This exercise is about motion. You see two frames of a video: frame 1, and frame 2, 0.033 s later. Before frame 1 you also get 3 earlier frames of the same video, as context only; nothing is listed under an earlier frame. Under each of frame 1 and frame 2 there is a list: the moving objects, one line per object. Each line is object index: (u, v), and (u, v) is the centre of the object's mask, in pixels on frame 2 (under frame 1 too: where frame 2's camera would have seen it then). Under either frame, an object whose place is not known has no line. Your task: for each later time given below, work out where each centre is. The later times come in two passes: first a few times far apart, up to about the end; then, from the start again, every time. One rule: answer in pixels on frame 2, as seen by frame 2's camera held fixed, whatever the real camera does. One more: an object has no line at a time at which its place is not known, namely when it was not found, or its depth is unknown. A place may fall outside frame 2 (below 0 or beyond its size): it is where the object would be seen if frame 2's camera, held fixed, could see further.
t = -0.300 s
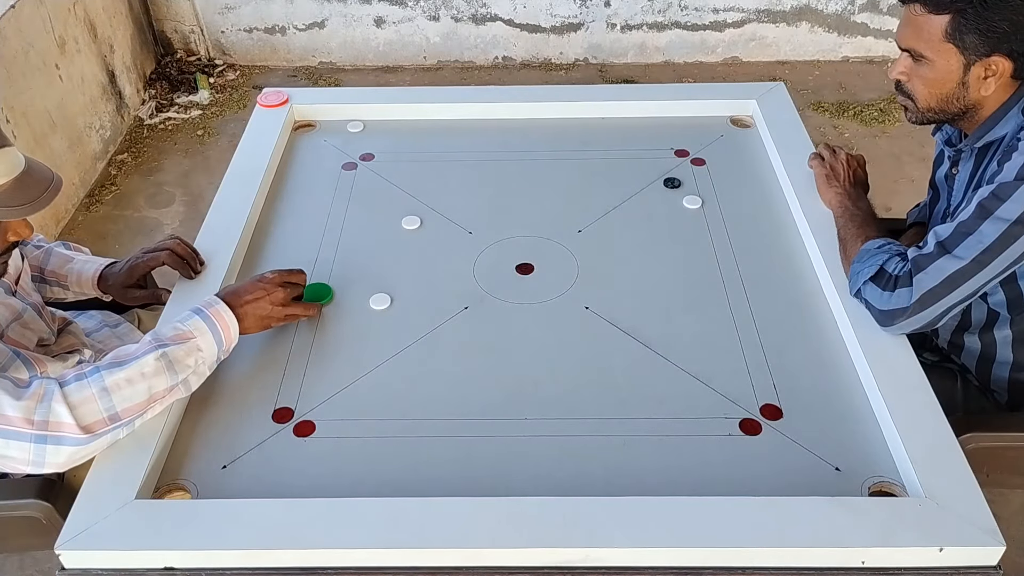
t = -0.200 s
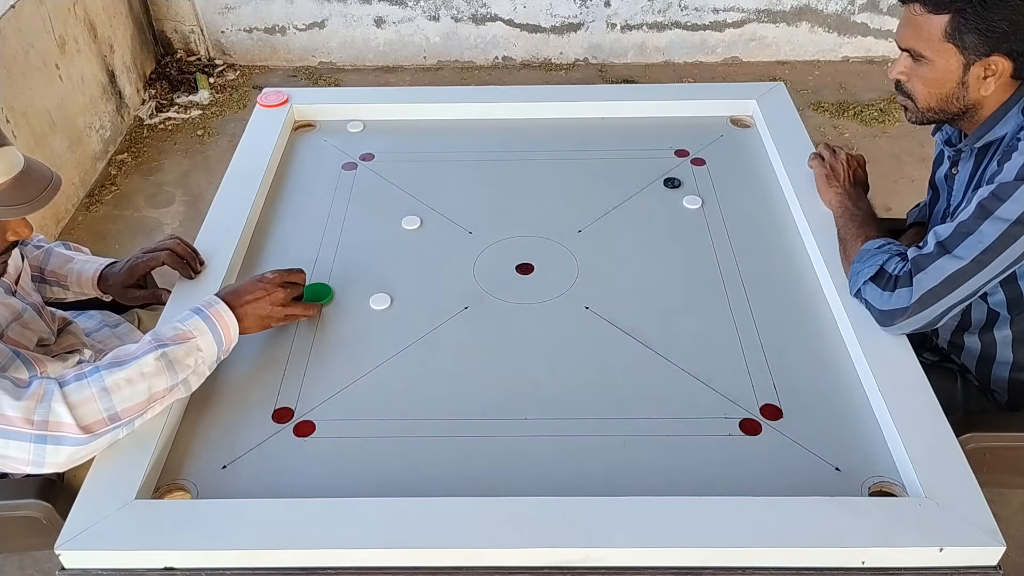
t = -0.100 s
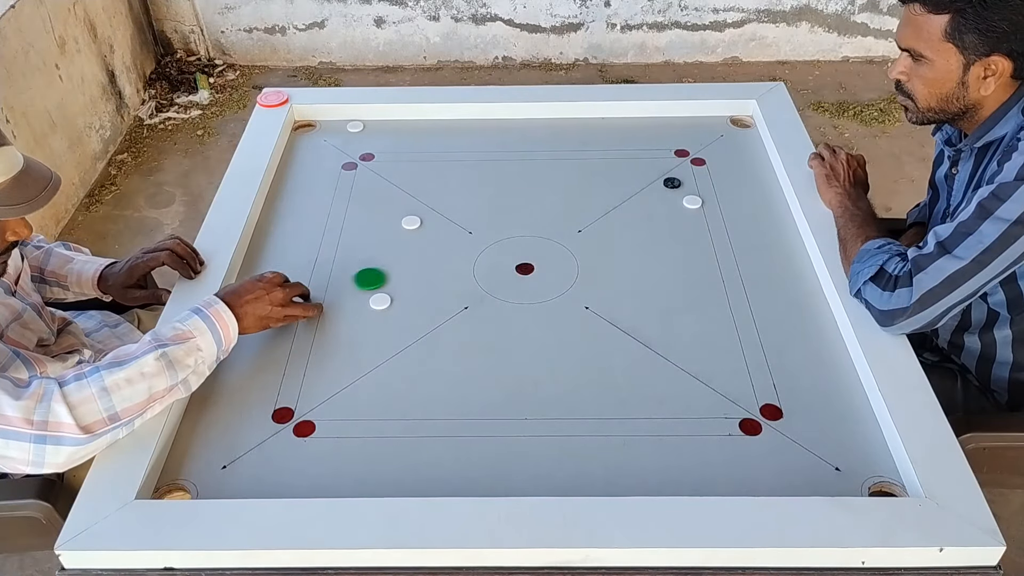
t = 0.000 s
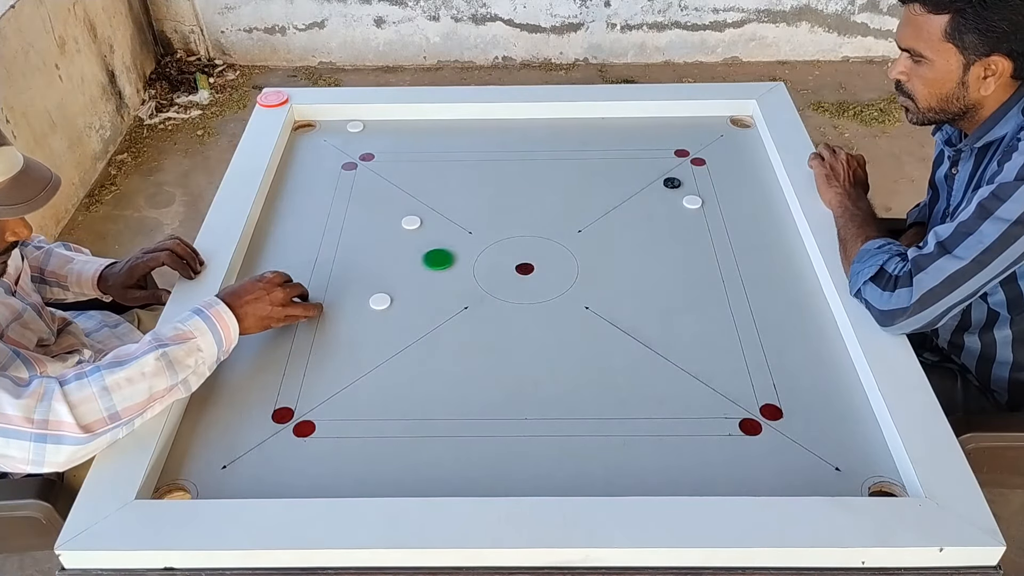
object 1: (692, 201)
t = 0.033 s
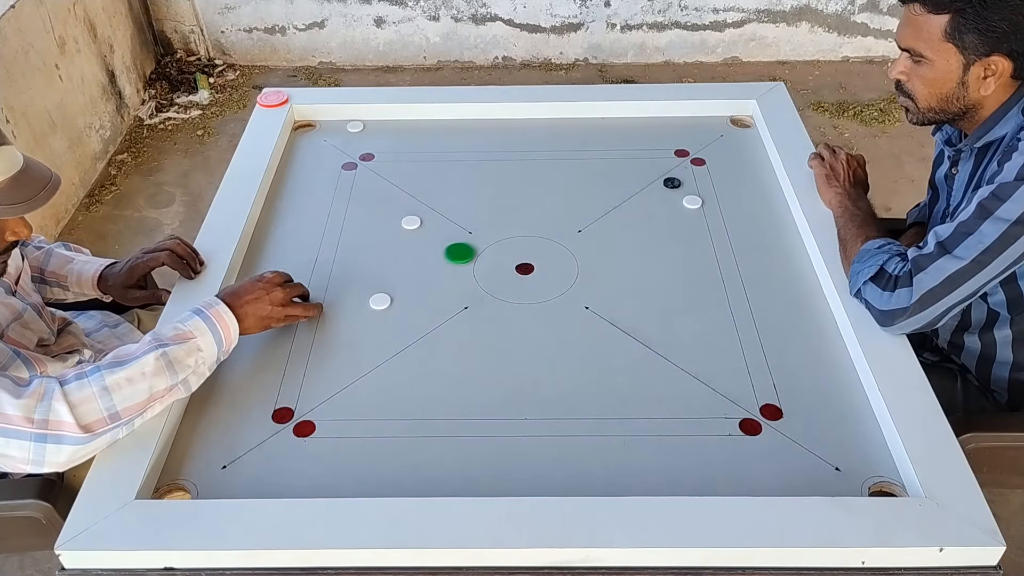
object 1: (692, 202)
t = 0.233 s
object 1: (692, 201)
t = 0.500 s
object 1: (733, 212)
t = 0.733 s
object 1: (769, 233)
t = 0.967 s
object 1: (730, 247)
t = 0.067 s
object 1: (692, 202)
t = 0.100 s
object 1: (692, 202)
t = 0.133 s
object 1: (692, 202)
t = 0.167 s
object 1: (692, 201)
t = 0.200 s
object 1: (692, 201)
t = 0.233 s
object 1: (692, 201)
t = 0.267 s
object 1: (692, 201)
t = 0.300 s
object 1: (692, 201)
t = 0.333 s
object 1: (692, 201)
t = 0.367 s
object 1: (692, 201)
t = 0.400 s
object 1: (692, 202)
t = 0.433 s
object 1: (703, 204)
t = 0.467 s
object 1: (718, 208)
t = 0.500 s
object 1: (733, 212)
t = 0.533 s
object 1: (747, 216)
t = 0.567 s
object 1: (761, 219)
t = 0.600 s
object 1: (775, 223)
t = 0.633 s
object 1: (788, 226)
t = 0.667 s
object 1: (782, 229)
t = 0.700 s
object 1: (776, 231)
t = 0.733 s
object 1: (769, 233)
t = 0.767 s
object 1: (763, 236)
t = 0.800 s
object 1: (757, 238)
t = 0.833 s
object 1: (751, 240)
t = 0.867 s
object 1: (746, 242)
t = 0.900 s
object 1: (740, 244)
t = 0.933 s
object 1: (735, 246)
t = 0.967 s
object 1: (730, 247)
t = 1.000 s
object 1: (725, 249)
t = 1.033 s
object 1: (720, 251)
